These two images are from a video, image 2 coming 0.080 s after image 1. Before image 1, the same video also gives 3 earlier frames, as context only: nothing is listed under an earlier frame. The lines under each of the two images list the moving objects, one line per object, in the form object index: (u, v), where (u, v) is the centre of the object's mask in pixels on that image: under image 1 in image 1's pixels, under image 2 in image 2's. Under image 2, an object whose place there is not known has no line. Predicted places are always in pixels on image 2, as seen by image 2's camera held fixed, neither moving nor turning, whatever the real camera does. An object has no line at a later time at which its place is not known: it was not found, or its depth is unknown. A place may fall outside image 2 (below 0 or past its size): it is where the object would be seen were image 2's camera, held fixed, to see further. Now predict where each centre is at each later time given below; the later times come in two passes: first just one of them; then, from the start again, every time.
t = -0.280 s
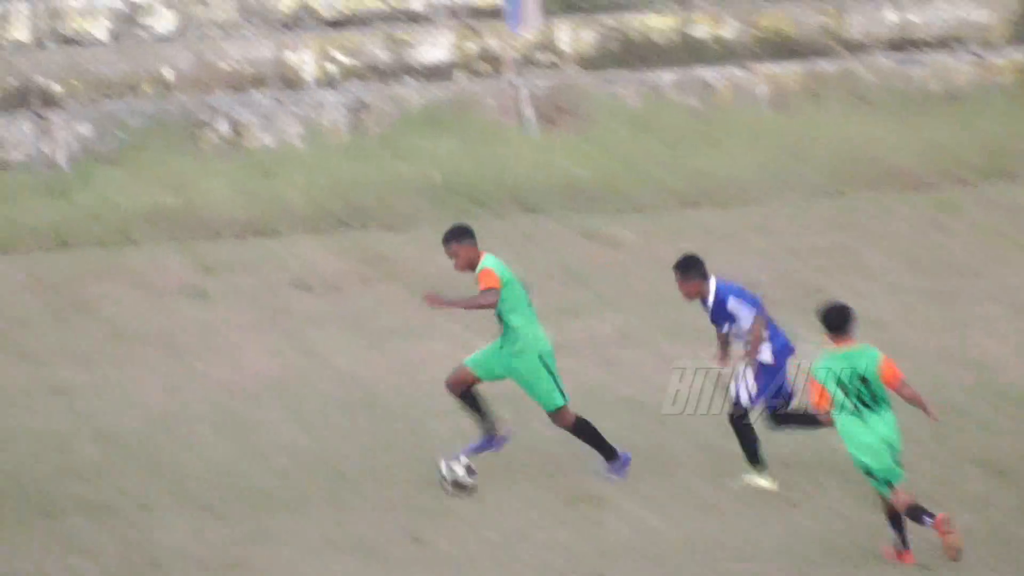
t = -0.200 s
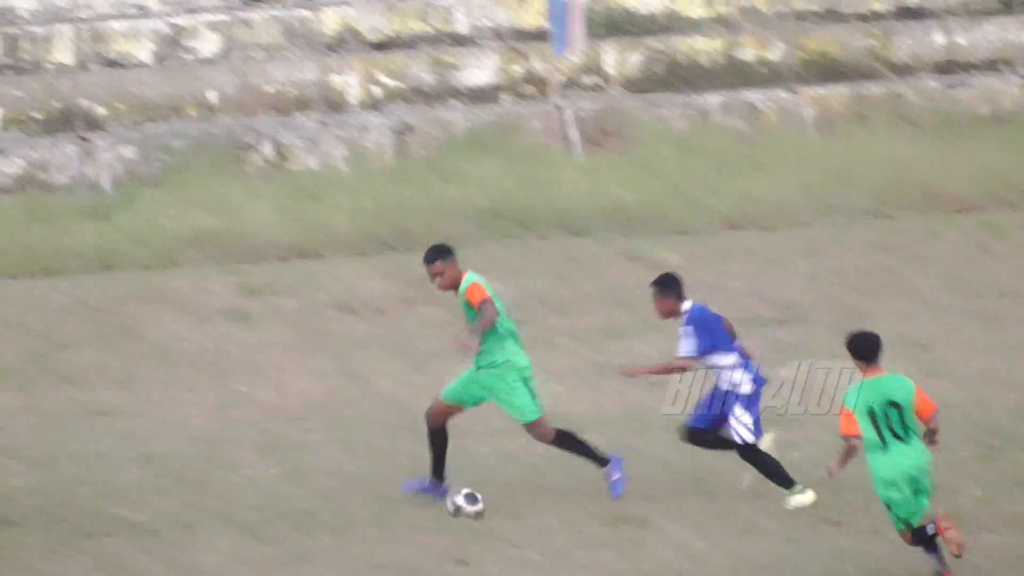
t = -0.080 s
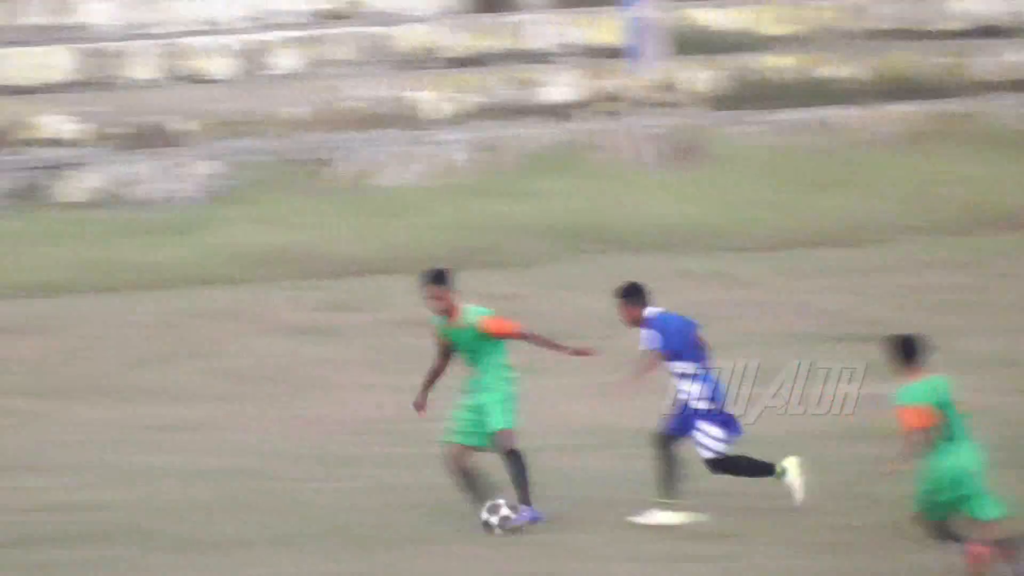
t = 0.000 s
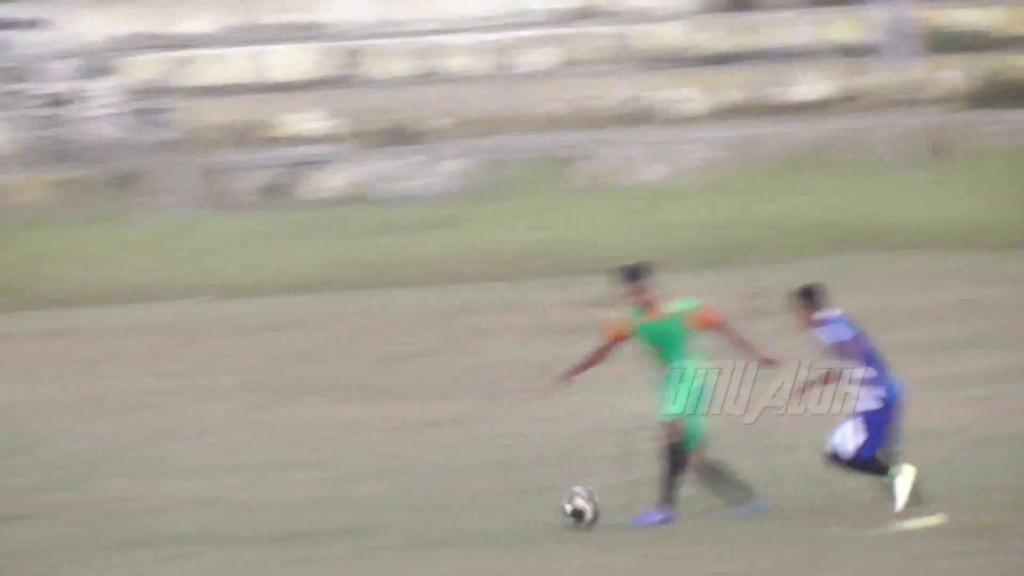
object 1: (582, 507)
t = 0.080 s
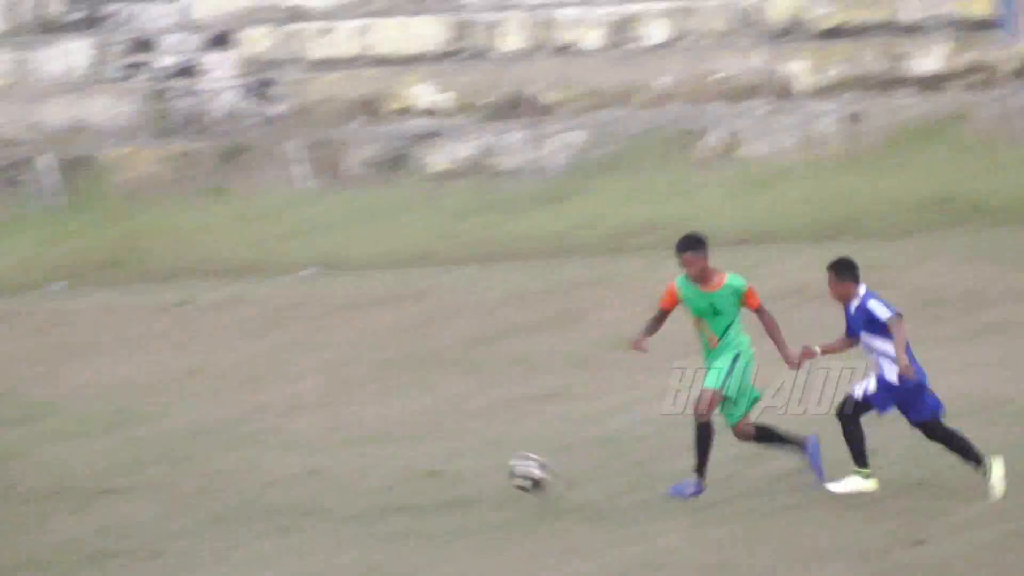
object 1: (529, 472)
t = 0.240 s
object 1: (223, 494)
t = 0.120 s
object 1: (454, 474)
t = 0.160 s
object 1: (376, 477)
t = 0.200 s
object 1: (301, 485)
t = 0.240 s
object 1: (223, 494)
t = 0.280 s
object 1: (155, 501)
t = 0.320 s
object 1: (99, 496)
